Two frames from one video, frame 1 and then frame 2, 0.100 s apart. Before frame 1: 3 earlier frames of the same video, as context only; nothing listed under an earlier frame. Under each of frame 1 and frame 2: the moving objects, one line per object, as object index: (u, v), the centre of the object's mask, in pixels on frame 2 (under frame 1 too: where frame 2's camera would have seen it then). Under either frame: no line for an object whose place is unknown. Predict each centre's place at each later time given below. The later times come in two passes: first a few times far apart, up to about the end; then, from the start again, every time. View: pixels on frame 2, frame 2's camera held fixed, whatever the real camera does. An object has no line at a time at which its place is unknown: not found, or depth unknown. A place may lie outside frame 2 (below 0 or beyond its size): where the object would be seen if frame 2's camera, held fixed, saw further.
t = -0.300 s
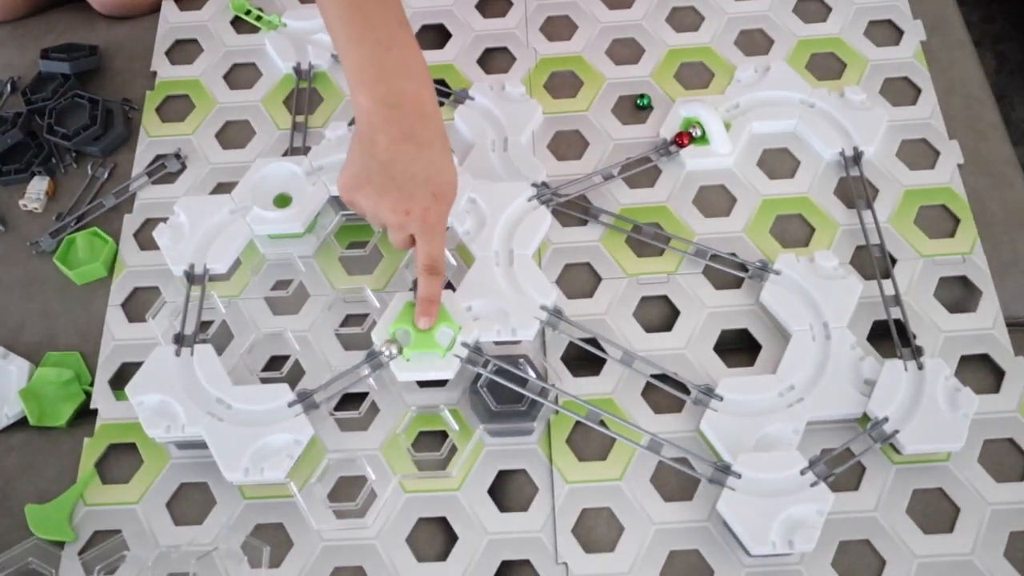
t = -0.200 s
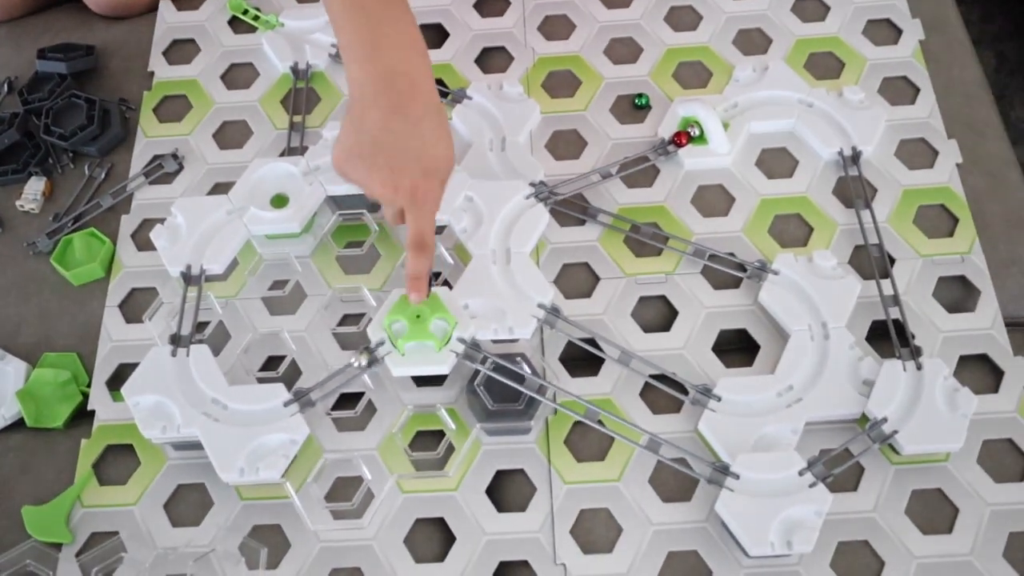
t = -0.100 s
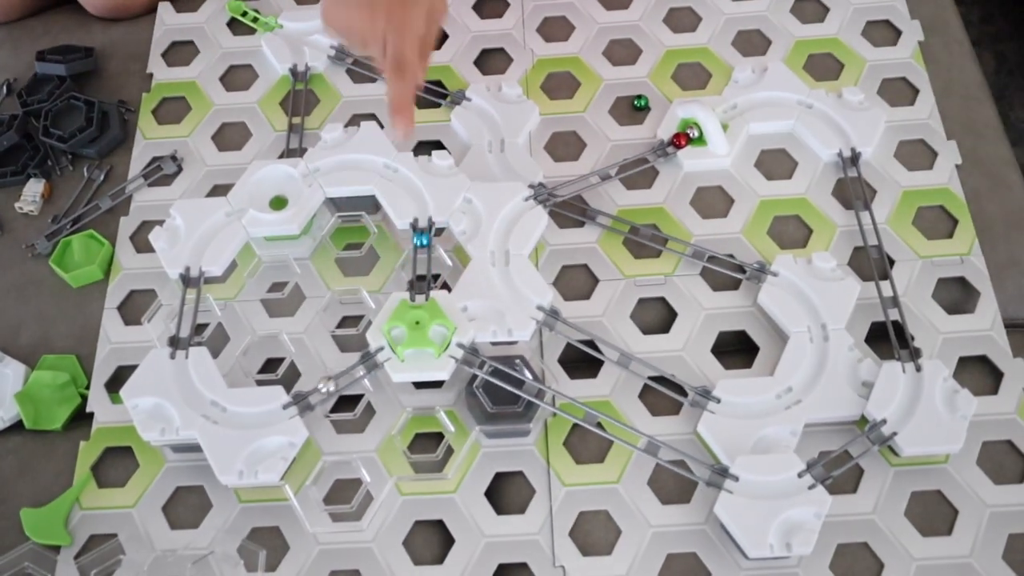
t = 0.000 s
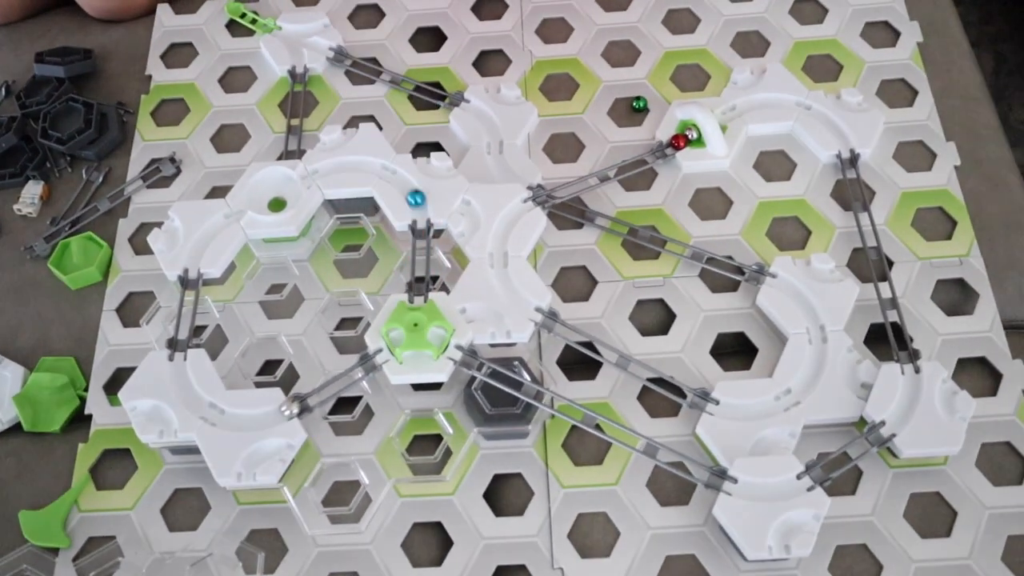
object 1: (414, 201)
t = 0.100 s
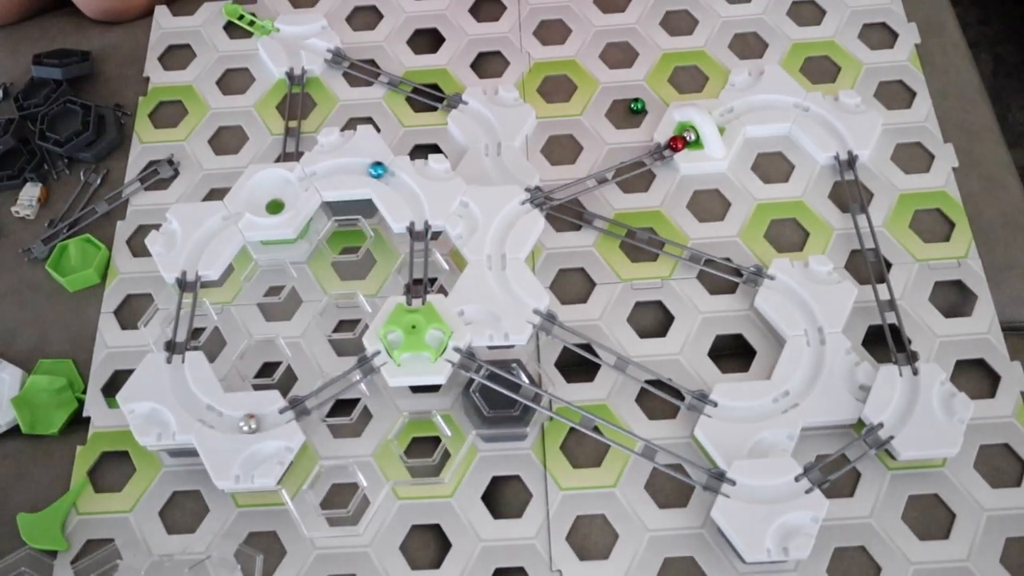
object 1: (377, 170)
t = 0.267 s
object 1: (299, 183)
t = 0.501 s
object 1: (251, 198)
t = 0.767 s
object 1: (291, 200)
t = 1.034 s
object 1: (285, 186)
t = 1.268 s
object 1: (269, 209)
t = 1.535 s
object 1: (287, 190)
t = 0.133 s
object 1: (361, 166)
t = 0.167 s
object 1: (344, 166)
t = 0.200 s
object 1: (327, 169)
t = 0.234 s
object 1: (312, 175)
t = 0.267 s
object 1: (299, 183)
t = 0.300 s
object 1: (292, 194)
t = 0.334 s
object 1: (281, 204)
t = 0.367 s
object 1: (267, 209)
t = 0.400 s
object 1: (256, 209)
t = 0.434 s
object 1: (253, 206)
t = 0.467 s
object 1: (250, 202)
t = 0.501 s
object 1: (251, 198)
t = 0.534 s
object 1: (255, 193)
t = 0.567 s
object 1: (262, 190)
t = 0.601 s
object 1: (269, 188)
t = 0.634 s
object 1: (278, 188)
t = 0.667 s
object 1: (285, 189)
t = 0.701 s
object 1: (290, 193)
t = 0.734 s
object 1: (292, 196)
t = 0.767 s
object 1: (291, 200)
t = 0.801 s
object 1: (287, 203)
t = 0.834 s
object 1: (281, 206)
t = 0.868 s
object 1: (274, 208)
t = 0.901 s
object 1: (267, 204)
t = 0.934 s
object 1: (268, 196)
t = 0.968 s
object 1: (272, 191)
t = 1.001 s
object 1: (276, 189)
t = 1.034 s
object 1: (285, 186)
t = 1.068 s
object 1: (289, 189)
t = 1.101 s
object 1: (292, 193)
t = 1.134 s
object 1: (292, 197)
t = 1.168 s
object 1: (288, 201)
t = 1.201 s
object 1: (284, 206)
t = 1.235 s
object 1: (276, 208)
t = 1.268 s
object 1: (269, 209)
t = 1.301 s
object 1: (263, 203)
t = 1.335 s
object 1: (263, 195)
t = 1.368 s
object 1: (266, 189)
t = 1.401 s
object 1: (270, 185)
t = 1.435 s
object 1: (275, 183)
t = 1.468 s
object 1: (280, 184)
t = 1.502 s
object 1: (284, 186)
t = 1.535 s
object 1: (287, 190)
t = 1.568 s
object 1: (287, 195)
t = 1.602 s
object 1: (286, 201)
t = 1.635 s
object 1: (281, 207)
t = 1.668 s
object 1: (274, 209)
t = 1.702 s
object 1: (265, 208)
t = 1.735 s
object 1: (261, 202)
